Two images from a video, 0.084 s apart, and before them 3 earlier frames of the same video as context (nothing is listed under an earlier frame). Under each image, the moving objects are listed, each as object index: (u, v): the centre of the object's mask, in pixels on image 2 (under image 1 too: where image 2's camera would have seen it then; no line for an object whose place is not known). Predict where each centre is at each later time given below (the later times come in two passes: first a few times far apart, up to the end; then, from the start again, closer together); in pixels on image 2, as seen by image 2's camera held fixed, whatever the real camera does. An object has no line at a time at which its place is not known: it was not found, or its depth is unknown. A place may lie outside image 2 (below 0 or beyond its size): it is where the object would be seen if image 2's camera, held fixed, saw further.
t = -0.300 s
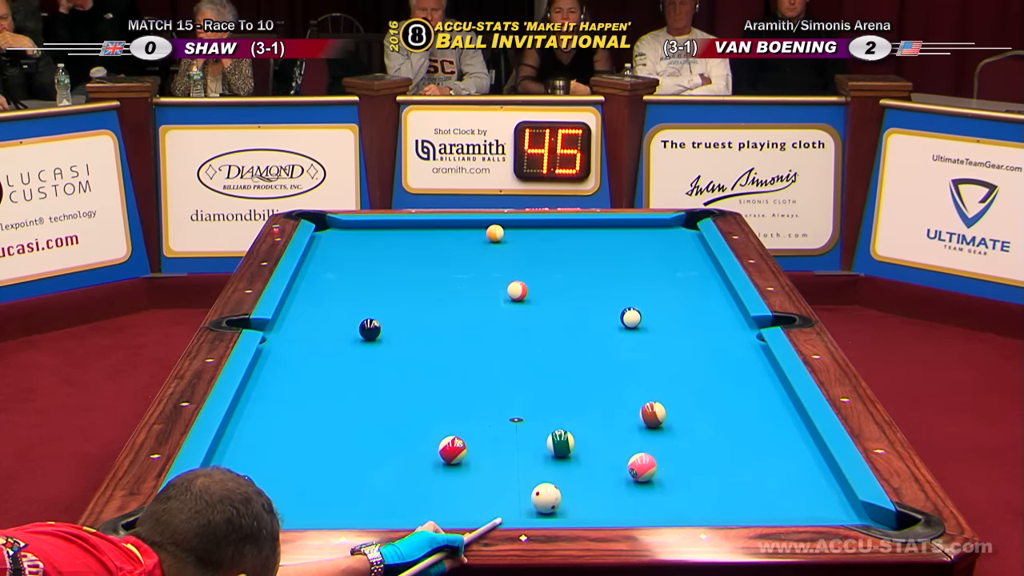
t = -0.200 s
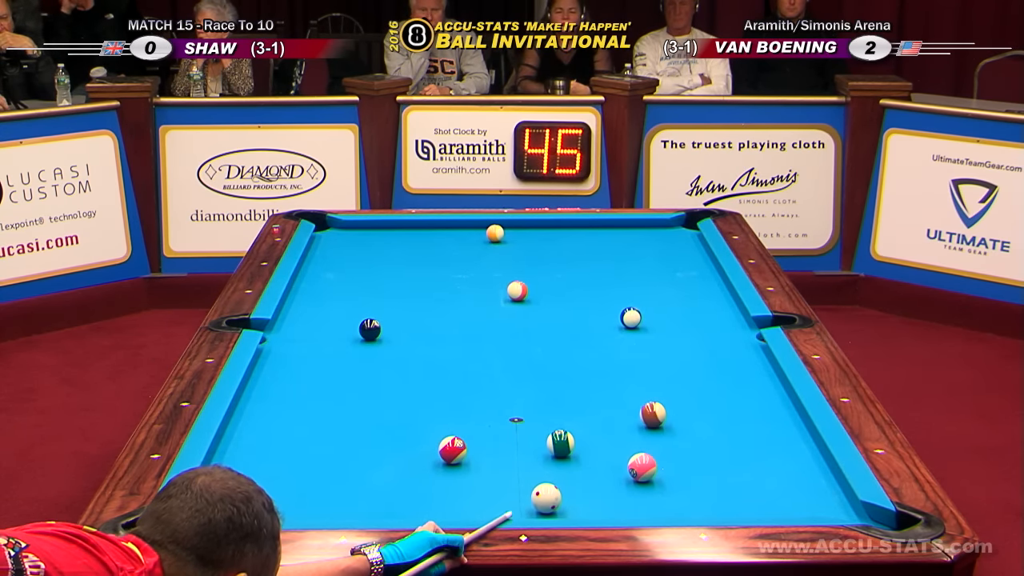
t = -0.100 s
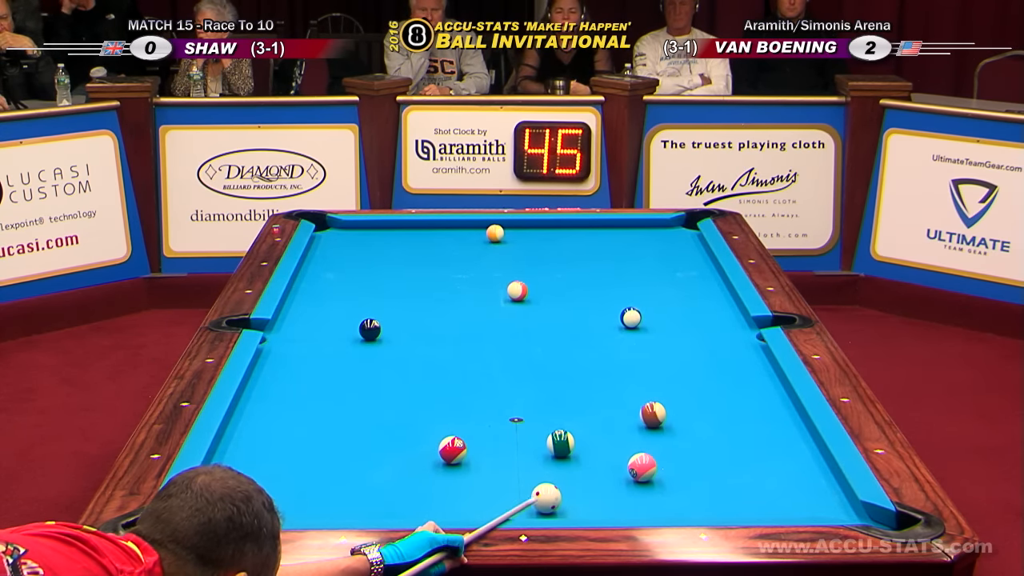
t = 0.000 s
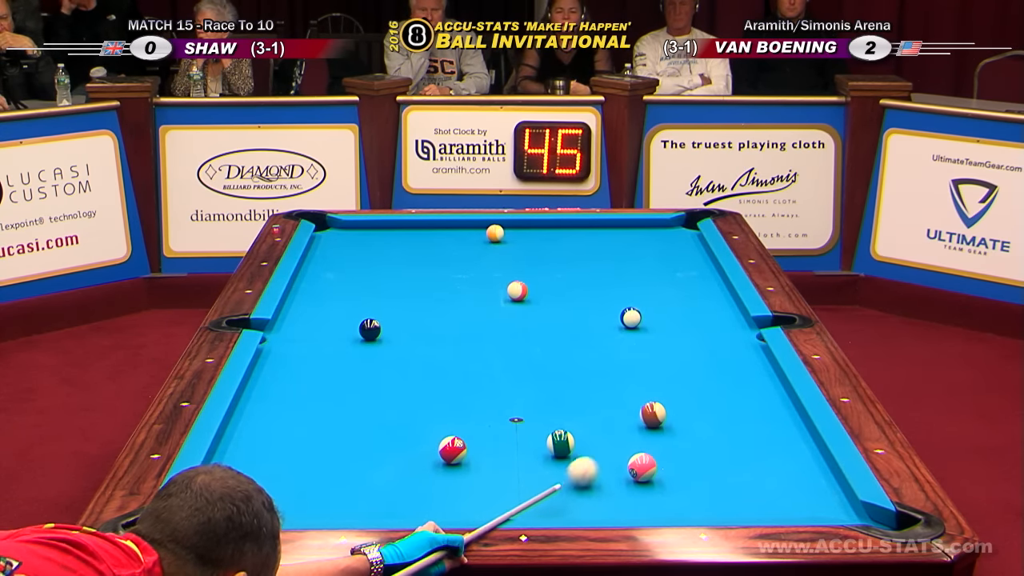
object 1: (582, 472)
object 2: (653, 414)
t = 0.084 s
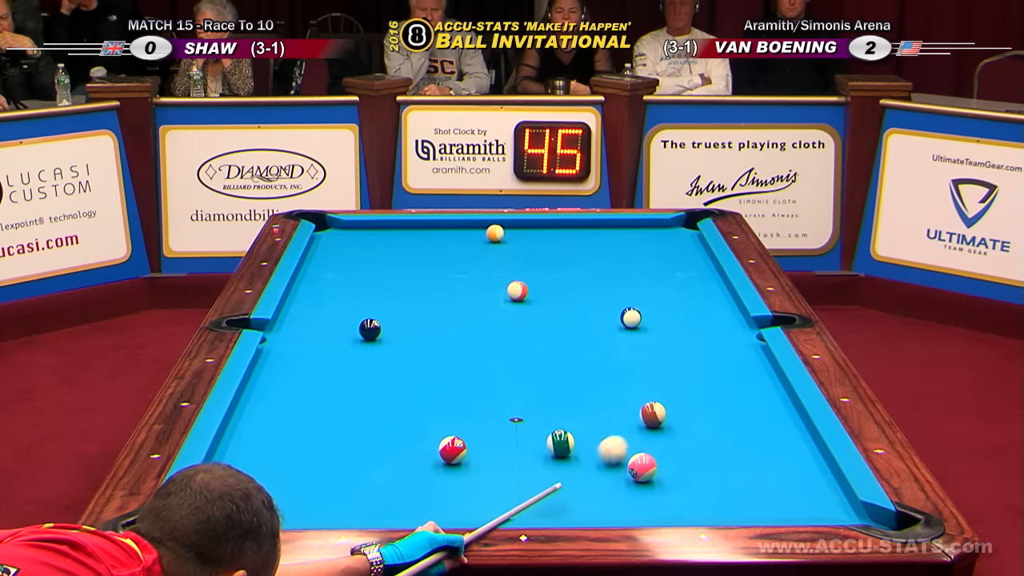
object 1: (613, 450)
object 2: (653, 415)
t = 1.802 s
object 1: (642, 378)
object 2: (699, 249)
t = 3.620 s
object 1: (492, 355)
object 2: (699, 248)
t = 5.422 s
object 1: (441, 347)
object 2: (700, 269)
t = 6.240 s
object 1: (441, 348)
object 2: (702, 273)
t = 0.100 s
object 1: (618, 446)
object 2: (653, 415)
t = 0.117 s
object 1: (624, 442)
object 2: (653, 414)
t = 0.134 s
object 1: (630, 437)
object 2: (653, 415)
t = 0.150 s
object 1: (635, 434)
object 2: (653, 414)
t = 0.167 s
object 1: (641, 429)
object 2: (654, 412)
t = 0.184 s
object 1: (646, 426)
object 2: (655, 410)
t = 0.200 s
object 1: (651, 423)
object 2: (654, 407)
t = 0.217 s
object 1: (656, 423)
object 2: (654, 405)
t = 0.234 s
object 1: (660, 423)
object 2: (655, 403)
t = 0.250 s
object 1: (664, 423)
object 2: (656, 401)
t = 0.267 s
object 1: (668, 423)
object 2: (657, 399)
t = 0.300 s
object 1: (677, 422)
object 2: (659, 393)
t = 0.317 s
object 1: (681, 421)
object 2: (660, 390)
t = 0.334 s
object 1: (685, 421)
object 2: (661, 388)
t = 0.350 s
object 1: (689, 420)
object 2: (662, 385)
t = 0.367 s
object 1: (693, 419)
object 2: (662, 382)
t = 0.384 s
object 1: (697, 418)
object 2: (663, 380)
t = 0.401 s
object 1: (702, 417)
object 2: (664, 377)
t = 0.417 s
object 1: (706, 417)
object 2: (665, 376)
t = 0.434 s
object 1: (710, 416)
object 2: (666, 374)
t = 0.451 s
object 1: (714, 415)
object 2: (666, 372)
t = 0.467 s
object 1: (718, 414)
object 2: (667, 369)
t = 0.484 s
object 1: (722, 413)
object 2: (668, 367)
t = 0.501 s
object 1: (726, 413)
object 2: (668, 365)
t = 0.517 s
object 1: (730, 412)
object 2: (669, 363)
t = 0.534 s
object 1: (734, 411)
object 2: (669, 361)
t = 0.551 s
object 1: (738, 410)
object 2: (670, 359)
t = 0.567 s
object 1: (742, 409)
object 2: (670, 357)
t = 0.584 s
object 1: (746, 409)
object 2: (671, 355)
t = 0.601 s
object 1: (750, 408)
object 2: (672, 353)
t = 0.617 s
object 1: (754, 407)
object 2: (672, 351)
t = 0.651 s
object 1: (762, 406)
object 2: (674, 347)
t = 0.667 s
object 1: (766, 405)
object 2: (675, 345)
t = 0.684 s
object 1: (769, 404)
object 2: (675, 343)
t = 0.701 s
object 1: (773, 404)
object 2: (676, 342)
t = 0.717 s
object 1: (777, 403)
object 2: (676, 340)
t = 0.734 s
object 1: (781, 402)
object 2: (676, 338)
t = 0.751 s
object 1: (784, 401)
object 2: (677, 336)
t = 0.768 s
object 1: (786, 401)
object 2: (678, 334)
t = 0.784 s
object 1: (783, 400)
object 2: (678, 332)
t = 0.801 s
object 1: (780, 400)
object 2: (679, 331)
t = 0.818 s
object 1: (777, 399)
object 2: (680, 329)
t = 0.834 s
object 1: (774, 399)
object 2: (680, 327)
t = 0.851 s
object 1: (772, 399)
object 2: (681, 325)
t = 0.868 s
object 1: (769, 398)
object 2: (681, 324)
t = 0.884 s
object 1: (766, 398)
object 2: (682, 322)
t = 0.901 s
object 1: (764, 398)
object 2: (682, 321)
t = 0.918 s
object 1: (761, 397)
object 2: (682, 319)
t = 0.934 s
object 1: (758, 397)
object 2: (683, 317)
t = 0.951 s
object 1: (756, 397)
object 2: (683, 315)
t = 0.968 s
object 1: (753, 396)
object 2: (684, 314)
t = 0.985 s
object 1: (751, 396)
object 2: (685, 312)
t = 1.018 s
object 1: (746, 395)
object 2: (686, 309)
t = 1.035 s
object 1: (743, 394)
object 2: (687, 307)
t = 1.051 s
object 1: (741, 394)
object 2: (687, 306)
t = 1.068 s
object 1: (738, 394)
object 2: (687, 305)
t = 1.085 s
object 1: (736, 393)
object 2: (688, 303)
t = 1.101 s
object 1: (733, 393)
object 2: (688, 302)
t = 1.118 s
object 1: (731, 393)
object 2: (688, 300)
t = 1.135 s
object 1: (729, 392)
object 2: (689, 298)
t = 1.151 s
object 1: (726, 392)
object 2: (690, 297)
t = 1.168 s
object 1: (724, 391)
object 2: (690, 296)
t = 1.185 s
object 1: (721, 391)
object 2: (690, 294)
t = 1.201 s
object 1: (719, 390)
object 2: (691, 293)
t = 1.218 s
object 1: (717, 390)
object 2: (692, 291)
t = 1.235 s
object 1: (714, 390)
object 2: (692, 290)
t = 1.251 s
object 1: (712, 390)
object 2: (692, 289)
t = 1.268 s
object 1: (710, 389)
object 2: (693, 288)
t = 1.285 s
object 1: (708, 389)
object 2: (693, 286)
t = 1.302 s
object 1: (705, 388)
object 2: (693, 284)
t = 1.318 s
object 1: (703, 388)
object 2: (694, 283)
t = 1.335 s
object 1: (701, 388)
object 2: (694, 281)
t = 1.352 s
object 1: (698, 387)
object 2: (694, 280)
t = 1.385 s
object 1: (694, 387)
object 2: (696, 278)
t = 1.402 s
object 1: (692, 386)
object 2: (696, 277)
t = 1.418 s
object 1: (689, 386)
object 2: (697, 275)
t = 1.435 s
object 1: (687, 385)
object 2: (697, 274)
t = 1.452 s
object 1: (685, 385)
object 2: (697, 273)
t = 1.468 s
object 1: (683, 385)
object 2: (698, 272)
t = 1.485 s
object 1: (681, 384)
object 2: (698, 270)
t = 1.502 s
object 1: (678, 384)
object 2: (698, 269)
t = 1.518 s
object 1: (677, 384)
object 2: (698, 268)
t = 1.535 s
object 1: (674, 383)
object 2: (699, 266)
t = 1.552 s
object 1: (672, 383)
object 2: (700, 266)
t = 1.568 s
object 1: (670, 383)
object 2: (700, 264)
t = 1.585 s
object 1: (668, 383)
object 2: (700, 263)
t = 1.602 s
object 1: (666, 382)
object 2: (701, 262)
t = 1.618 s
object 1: (664, 382)
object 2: (701, 261)
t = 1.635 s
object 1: (662, 382)
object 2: (701, 259)
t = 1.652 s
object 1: (660, 382)
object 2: (702, 259)
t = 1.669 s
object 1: (658, 381)
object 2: (702, 257)
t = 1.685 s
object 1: (656, 381)
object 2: (702, 256)
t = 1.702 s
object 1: (654, 380)
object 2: (703, 255)
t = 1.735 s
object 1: (649, 380)
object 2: (703, 253)
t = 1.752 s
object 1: (647, 380)
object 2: (702, 252)
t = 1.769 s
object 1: (645, 379)
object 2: (701, 251)
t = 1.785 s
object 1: (644, 379)
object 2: (700, 250)
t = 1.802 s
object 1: (642, 378)
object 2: (699, 249)
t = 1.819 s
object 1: (640, 378)
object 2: (699, 248)
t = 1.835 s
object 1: (638, 378)
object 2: (698, 246)
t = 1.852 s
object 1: (636, 377)
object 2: (697, 246)
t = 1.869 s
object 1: (634, 377)
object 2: (695, 245)
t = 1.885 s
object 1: (632, 377)
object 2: (694, 244)
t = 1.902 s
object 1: (630, 377)
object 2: (693, 243)
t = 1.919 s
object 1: (628, 377)
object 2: (692, 242)
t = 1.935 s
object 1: (627, 376)
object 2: (691, 241)
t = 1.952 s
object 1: (625, 376)
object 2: (690, 240)
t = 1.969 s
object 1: (623, 376)
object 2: (689, 240)
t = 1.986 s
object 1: (621, 375)
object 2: (688, 239)
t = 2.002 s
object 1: (619, 375)
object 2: (687, 238)
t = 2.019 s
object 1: (618, 375)
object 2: (687, 237)
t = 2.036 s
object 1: (616, 374)
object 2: (686, 236)
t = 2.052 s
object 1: (614, 374)
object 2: (685, 235)
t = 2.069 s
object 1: (612, 374)
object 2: (684, 234)
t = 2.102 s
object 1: (609, 373)
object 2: (682, 233)
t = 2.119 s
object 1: (607, 373)
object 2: (681, 232)
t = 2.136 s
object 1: (605, 373)
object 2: (680, 231)
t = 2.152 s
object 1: (604, 372)
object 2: (679, 230)
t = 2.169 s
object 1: (602, 372)
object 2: (678, 229)
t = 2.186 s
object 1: (600, 372)
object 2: (677, 228)
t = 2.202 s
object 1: (598, 372)
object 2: (677, 228)
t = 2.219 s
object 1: (597, 371)
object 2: (676, 227)
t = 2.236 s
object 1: (595, 371)
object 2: (675, 226)
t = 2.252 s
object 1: (593, 371)
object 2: (674, 226)
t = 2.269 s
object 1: (592, 371)
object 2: (673, 225)
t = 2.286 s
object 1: (590, 370)
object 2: (673, 224)
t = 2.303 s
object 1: (589, 370)
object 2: (672, 223)
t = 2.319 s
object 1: (587, 370)
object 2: (671, 222)
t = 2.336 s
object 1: (586, 370)
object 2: (671, 222)
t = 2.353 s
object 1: (584, 369)
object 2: (671, 223)
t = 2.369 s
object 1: (582, 369)
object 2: (672, 223)
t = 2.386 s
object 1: (581, 369)
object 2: (672, 223)
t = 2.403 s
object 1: (579, 368)
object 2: (673, 224)
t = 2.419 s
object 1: (578, 368)
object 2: (673, 224)
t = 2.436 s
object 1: (576, 368)
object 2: (674, 224)
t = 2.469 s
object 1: (573, 368)
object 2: (675, 225)
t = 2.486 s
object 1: (572, 367)
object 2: (675, 226)
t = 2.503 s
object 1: (570, 367)
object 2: (675, 226)
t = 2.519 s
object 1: (569, 367)
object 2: (676, 226)
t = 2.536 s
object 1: (567, 367)
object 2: (676, 227)
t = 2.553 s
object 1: (566, 366)
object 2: (677, 227)
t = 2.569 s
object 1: (564, 366)
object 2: (678, 227)
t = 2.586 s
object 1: (563, 366)
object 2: (678, 228)
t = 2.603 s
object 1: (561, 366)
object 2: (679, 228)
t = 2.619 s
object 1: (560, 365)
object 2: (679, 228)
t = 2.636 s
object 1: (558, 365)
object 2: (680, 228)
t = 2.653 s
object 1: (557, 365)
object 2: (680, 229)
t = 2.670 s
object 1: (556, 365)
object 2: (681, 229)
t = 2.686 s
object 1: (554, 365)
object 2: (681, 230)
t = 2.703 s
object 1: (553, 365)
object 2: (682, 230)
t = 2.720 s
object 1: (552, 364)
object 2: (682, 231)
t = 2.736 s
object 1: (550, 364)
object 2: (682, 231)
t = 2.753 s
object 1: (549, 364)
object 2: (683, 232)
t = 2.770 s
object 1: (548, 364)
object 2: (683, 232)
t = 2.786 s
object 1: (546, 363)
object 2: (684, 233)
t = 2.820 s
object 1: (544, 363)
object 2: (685, 233)
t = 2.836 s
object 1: (543, 363)
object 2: (685, 234)
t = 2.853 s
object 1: (541, 363)
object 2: (686, 234)
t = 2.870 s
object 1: (540, 362)
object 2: (686, 234)
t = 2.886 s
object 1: (539, 362)
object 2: (686, 234)
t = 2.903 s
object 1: (537, 362)
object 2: (687, 235)
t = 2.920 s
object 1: (536, 362)
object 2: (687, 235)
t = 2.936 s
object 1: (535, 362)
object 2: (688, 235)
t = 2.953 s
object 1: (534, 361)
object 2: (688, 236)
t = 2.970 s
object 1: (533, 361)
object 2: (689, 236)
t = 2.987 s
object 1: (531, 361)
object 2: (689, 237)
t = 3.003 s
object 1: (530, 361)
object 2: (690, 237)
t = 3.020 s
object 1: (529, 361)
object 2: (690, 237)
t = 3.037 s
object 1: (528, 360)
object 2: (690, 238)
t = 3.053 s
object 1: (527, 360)
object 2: (691, 238)
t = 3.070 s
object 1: (525, 360)
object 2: (691, 239)
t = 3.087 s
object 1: (524, 360)
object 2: (692, 239)
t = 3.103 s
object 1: (523, 360)
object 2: (692, 239)
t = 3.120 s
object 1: (522, 359)
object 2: (693, 239)
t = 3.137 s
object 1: (521, 359)
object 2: (693, 240)
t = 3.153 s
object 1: (520, 359)
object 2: (693, 240)
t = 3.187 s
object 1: (517, 359)
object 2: (694, 241)
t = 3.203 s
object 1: (517, 359)
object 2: (694, 241)
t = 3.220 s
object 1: (516, 358)
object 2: (695, 241)
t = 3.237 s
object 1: (514, 358)
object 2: (695, 241)
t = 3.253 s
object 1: (513, 358)
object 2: (696, 242)
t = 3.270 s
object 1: (512, 358)
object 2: (696, 242)
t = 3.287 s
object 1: (511, 358)
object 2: (697, 242)
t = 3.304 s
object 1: (510, 357)
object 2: (697, 243)
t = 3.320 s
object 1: (509, 357)
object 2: (697, 243)
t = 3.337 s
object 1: (508, 357)
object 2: (698, 244)
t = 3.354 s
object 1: (507, 357)
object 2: (698, 244)
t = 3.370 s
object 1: (506, 357)
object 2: (698, 245)
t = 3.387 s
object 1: (505, 357)
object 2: (699, 245)
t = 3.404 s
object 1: (504, 356)
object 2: (699, 245)
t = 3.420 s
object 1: (503, 356)
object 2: (699, 245)
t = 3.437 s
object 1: (502, 356)
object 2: (699, 245)
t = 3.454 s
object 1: (501, 356)
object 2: (699, 246)
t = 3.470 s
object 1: (500, 356)
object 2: (699, 246)
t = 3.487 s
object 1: (499, 356)
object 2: (699, 246)
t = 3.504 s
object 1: (498, 356)
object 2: (699, 246)
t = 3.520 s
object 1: (497, 355)
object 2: (699, 247)
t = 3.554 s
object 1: (496, 355)
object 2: (699, 247)
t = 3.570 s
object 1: (495, 355)
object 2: (699, 247)
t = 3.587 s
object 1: (494, 355)
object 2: (699, 247)
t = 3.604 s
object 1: (493, 355)
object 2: (699, 248)
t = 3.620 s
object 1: (492, 355)
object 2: (699, 248)
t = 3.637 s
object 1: (491, 355)
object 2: (699, 248)
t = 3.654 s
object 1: (490, 354)
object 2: (699, 249)
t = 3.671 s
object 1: (489, 354)
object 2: (699, 249)
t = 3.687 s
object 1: (489, 354)
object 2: (699, 250)
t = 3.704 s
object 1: (488, 354)
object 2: (699, 250)
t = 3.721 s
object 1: (487, 354)
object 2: (699, 250)
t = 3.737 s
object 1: (486, 354)
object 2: (699, 251)
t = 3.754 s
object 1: (485, 354)
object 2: (699, 251)
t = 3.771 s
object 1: (485, 353)
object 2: (699, 251)
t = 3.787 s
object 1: (484, 353)
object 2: (699, 252)
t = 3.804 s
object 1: (483, 353)
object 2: (699, 252)
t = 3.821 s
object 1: (482, 353)
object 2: (699, 252)
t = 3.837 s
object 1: (481, 353)
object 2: (699, 252)
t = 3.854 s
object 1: (481, 353)
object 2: (699, 252)
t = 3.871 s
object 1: (480, 353)
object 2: (699, 253)
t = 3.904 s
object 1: (478, 352)
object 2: (699, 253)
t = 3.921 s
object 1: (478, 352)
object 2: (699, 253)
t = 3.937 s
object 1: (477, 352)
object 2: (699, 254)
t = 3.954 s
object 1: (476, 352)
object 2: (699, 254)
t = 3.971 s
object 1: (475, 352)
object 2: (699, 254)
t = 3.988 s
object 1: (475, 352)
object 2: (700, 254)
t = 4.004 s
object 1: (474, 352)
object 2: (700, 254)
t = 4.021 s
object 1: (473, 352)
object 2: (700, 255)
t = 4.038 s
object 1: (473, 351)
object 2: (700, 255)
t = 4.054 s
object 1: (472, 351)
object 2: (700, 255)
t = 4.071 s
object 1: (471, 351)
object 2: (700, 256)
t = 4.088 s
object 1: (470, 351)
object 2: (700, 256)
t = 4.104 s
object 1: (470, 351)
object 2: (700, 256)
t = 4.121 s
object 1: (469, 351)
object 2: (700, 256)
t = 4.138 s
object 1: (469, 351)
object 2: (700, 257)
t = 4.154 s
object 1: (468, 351)
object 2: (700, 257)
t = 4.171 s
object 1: (467, 351)
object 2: (700, 258)
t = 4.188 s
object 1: (467, 351)
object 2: (700, 258)
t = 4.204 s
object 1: (466, 351)
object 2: (700, 258)
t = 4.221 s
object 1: (465, 351)
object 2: (700, 258)
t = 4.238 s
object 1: (465, 350)
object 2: (700, 258)
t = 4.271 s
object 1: (463, 350)
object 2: (700, 259)
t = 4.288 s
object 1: (463, 350)
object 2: (700, 259)
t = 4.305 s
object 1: (462, 350)
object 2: (700, 259)
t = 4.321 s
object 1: (462, 350)
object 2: (701, 259)
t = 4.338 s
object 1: (461, 350)
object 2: (701, 259)
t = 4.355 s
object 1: (461, 350)
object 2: (701, 260)
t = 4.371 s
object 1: (460, 350)
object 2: (701, 260)
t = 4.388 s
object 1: (459, 350)
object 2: (701, 260)
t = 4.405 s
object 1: (459, 350)
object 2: (701, 260)
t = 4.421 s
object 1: (459, 349)
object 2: (701, 260)
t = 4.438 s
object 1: (458, 349)
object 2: (701, 260)
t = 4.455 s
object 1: (458, 349)
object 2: (701, 261)
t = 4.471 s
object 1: (457, 349)
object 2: (701, 261)
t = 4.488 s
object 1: (457, 349)
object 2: (701, 261)
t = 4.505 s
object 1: (456, 349)
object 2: (701, 261)
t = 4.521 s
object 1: (456, 349)
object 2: (701, 261)
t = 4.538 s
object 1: (455, 349)
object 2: (701, 261)
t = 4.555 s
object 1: (455, 349)
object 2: (701, 262)
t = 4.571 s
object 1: (454, 349)
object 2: (701, 262)
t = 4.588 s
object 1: (454, 349)
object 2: (701, 262)
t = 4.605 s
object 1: (453, 349)
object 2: (701, 262)
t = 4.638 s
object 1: (453, 349)
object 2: (701, 263)
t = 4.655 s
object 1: (452, 349)
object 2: (701, 263)
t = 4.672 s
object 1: (452, 349)
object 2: (701, 263)
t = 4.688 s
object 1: (451, 349)
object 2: (701, 263)
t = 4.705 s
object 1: (451, 349)
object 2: (701, 264)
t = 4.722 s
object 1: (450, 349)
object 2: (701, 264)
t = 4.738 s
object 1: (450, 348)
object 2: (701, 264)
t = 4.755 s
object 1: (449, 348)
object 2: (701, 265)
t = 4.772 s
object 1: (449, 348)
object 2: (701, 265)
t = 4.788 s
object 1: (449, 348)
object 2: (701, 265)
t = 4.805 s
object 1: (448, 348)
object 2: (701, 265)
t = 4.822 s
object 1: (448, 348)
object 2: (701, 265)
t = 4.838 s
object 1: (448, 348)
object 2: (701, 265)
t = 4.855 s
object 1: (447, 348)
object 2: (701, 266)
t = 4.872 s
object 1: (447, 348)
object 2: (701, 266)
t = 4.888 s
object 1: (447, 348)
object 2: (701, 266)
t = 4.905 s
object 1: (447, 348)
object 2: (701, 266)
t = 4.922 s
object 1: (446, 348)
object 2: (701, 266)
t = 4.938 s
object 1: (446, 348)
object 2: (701, 266)
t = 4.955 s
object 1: (446, 348)
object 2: (701, 266)
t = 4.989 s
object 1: (445, 348)
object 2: (701, 267)
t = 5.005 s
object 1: (445, 348)
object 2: (701, 267)
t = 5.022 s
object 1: (445, 348)
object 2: (701, 267)
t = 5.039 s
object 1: (445, 348)
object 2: (701, 267)
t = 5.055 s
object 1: (444, 348)
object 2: (701, 267)
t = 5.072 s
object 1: (444, 348)
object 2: (701, 267)
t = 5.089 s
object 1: (444, 348)
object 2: (701, 267)
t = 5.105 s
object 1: (444, 348)
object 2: (701, 268)
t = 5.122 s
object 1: (444, 348)
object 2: (701, 268)
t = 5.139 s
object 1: (444, 348)
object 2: (701, 268)
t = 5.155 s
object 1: (443, 348)
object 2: (701, 268)
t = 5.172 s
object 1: (443, 348)
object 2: (701, 268)
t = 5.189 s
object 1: (443, 348)
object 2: (701, 268)
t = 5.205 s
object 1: (443, 348)
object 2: (701, 268)
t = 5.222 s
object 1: (443, 348)
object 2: (701, 268)
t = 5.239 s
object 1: (443, 348)
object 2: (701, 268)
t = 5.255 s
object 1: (443, 348)
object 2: (701, 268)
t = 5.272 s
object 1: (442, 348)
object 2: (701, 268)
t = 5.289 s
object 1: (442, 348)
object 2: (700, 268)
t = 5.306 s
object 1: (442, 348)
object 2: (701, 268)
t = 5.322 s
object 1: (442, 348)
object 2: (701, 269)
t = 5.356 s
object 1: (442, 348)
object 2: (700, 269)
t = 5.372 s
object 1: (441, 347)
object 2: (701, 269)
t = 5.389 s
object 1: (441, 347)
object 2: (700, 269)
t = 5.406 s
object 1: (441, 347)
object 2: (701, 269)
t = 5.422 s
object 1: (441, 347)
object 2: (700, 269)
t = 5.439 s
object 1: (441, 347)
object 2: (701, 269)
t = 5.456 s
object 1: (441, 347)
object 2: (700, 270)
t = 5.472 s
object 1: (440, 347)
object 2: (701, 270)
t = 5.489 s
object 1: (440, 347)
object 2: (701, 270)
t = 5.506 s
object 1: (440, 347)
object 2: (700, 270)
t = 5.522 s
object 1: (440, 347)
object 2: (700, 270)
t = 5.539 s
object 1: (440, 347)
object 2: (700, 270)
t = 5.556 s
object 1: (440, 347)
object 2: (701, 270)
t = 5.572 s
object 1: (440, 347)
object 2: (700, 271)
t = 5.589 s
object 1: (440, 347)
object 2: (700, 271)
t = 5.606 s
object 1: (440, 347)
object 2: (700, 271)
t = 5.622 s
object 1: (440, 347)
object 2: (700, 271)
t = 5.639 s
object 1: (440, 347)
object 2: (700, 271)
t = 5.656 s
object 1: (440, 347)
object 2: (701, 271)
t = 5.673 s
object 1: (440, 347)
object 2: (701, 271)
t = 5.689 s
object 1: (440, 347)
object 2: (701, 271)
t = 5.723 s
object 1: (441, 347)
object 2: (700, 271)
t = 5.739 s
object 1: (441, 347)
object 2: (701, 271)
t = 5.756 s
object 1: (441, 348)
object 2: (701, 272)
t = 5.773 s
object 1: (441, 347)
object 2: (701, 272)
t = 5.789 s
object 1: (441, 347)
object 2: (701, 272)
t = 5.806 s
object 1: (441, 347)
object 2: (701, 272)
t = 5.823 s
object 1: (441, 348)
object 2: (701, 272)
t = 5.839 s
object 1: (441, 347)
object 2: (701, 272)
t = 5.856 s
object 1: (441, 347)
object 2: (701, 272)
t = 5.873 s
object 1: (441, 347)
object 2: (701, 272)
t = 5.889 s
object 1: (441, 347)
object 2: (701, 272)
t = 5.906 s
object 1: (441, 348)
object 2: (701, 272)
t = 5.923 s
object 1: (441, 347)
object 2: (701, 272)
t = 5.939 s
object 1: (441, 348)
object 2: (701, 272)
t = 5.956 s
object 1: (441, 347)
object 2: (701, 272)
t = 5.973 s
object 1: (441, 348)
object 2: (701, 273)
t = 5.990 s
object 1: (441, 348)
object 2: (701, 272)
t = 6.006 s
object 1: (441, 348)
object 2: (701, 273)
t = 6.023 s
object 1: (441, 347)
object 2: (701, 273)
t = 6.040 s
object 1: (441, 347)
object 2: (701, 273)
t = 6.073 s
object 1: (441, 348)
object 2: (701, 273)
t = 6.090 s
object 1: (440, 348)
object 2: (701, 273)
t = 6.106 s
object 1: (441, 348)
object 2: (702, 273)
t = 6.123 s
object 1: (441, 348)
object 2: (702, 273)
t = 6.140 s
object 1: (441, 348)
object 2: (702, 273)
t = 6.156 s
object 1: (440, 348)
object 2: (702, 273)
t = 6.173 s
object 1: (441, 348)
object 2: (702, 273)
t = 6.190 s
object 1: (441, 347)
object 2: (702, 273)
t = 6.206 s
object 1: (441, 348)
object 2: (702, 273)
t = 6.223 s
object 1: (441, 348)
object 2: (702, 273)
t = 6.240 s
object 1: (441, 348)
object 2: (702, 273)
